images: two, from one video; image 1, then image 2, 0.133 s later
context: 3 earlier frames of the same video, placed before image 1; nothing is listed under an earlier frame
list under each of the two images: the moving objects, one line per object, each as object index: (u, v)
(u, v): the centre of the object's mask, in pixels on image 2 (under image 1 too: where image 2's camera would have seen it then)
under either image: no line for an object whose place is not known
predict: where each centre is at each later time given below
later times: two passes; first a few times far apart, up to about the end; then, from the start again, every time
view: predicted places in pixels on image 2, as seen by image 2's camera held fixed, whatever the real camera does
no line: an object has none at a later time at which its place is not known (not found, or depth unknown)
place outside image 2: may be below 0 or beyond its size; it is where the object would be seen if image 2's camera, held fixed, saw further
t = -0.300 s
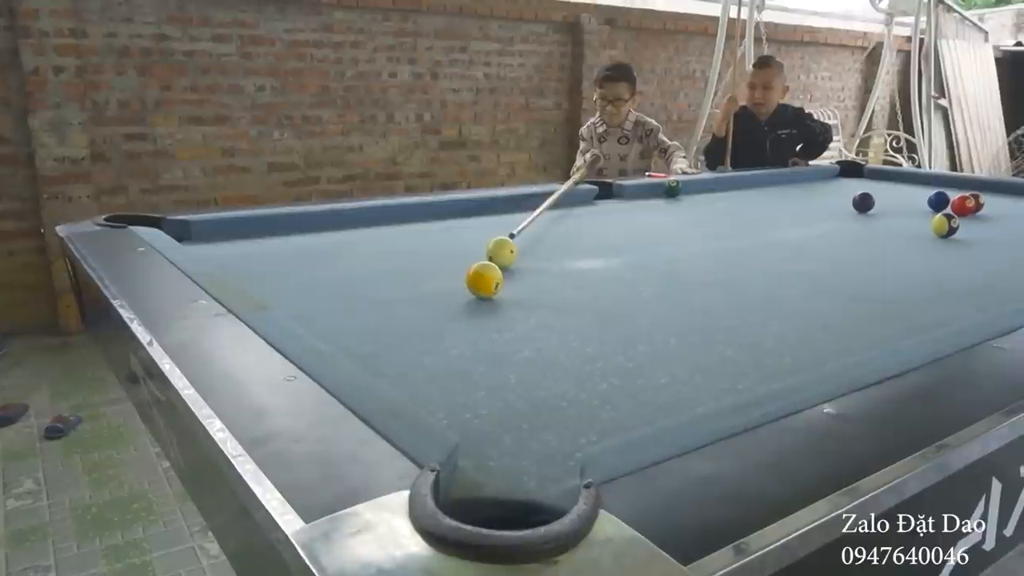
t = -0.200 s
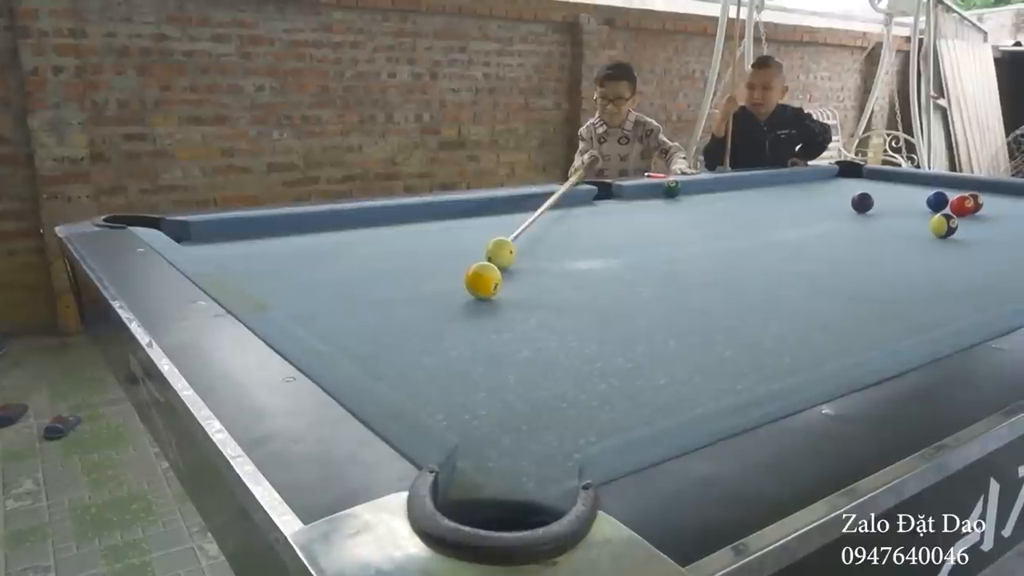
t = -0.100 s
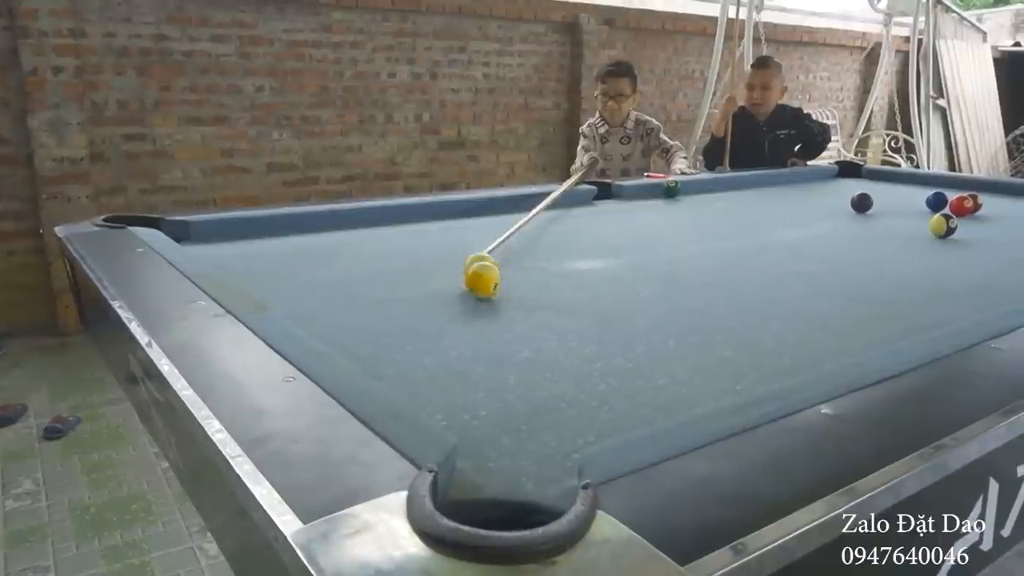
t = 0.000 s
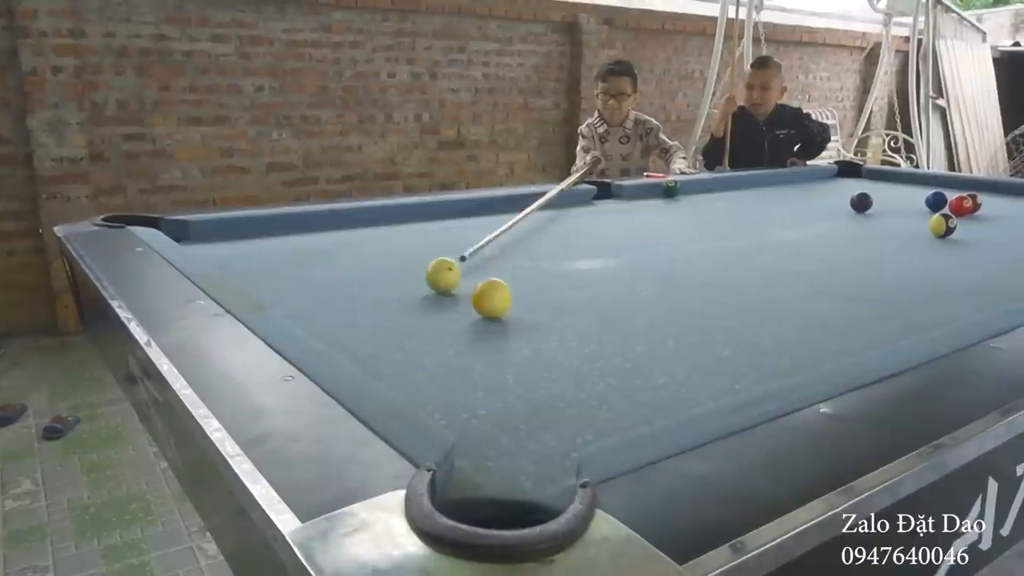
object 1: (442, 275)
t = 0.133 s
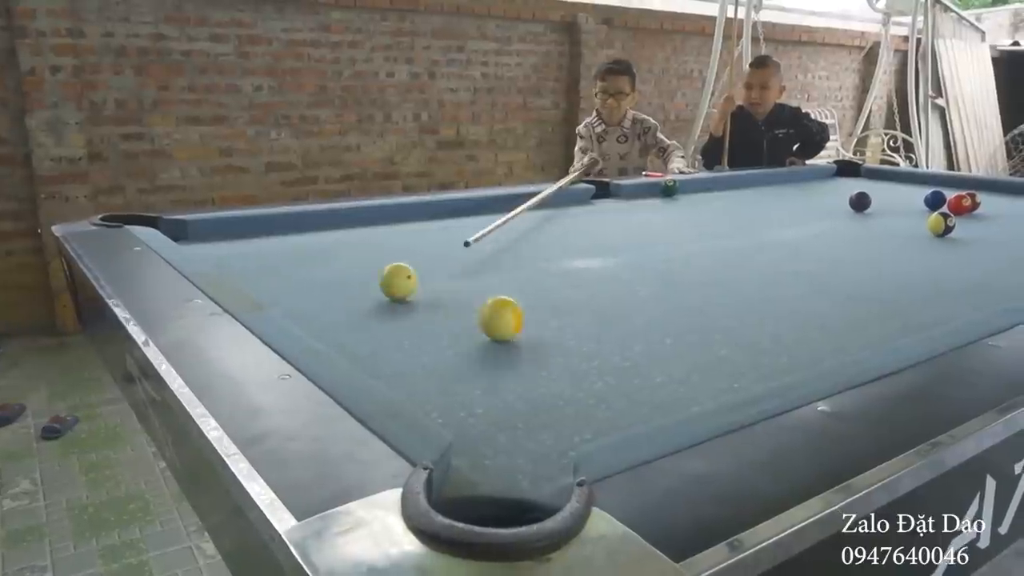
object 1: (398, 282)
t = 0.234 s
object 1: (366, 287)
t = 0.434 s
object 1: (291, 299)
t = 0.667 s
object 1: (314, 295)
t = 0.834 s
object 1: (349, 288)
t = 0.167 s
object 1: (392, 283)
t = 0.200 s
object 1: (379, 285)
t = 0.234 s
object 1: (366, 287)
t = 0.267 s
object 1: (353, 289)
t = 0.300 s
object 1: (339, 291)
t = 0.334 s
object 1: (332, 293)
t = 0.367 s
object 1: (318, 295)
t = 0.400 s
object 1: (305, 297)
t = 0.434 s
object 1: (291, 299)
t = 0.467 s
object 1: (284, 299)
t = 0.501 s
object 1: (276, 298)
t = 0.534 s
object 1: (284, 299)
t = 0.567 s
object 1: (292, 298)
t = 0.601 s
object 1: (296, 298)
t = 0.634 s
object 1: (305, 296)
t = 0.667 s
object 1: (314, 295)
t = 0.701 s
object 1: (322, 293)
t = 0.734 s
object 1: (330, 292)
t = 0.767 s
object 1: (334, 291)
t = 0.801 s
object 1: (341, 289)
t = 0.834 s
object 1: (349, 288)
